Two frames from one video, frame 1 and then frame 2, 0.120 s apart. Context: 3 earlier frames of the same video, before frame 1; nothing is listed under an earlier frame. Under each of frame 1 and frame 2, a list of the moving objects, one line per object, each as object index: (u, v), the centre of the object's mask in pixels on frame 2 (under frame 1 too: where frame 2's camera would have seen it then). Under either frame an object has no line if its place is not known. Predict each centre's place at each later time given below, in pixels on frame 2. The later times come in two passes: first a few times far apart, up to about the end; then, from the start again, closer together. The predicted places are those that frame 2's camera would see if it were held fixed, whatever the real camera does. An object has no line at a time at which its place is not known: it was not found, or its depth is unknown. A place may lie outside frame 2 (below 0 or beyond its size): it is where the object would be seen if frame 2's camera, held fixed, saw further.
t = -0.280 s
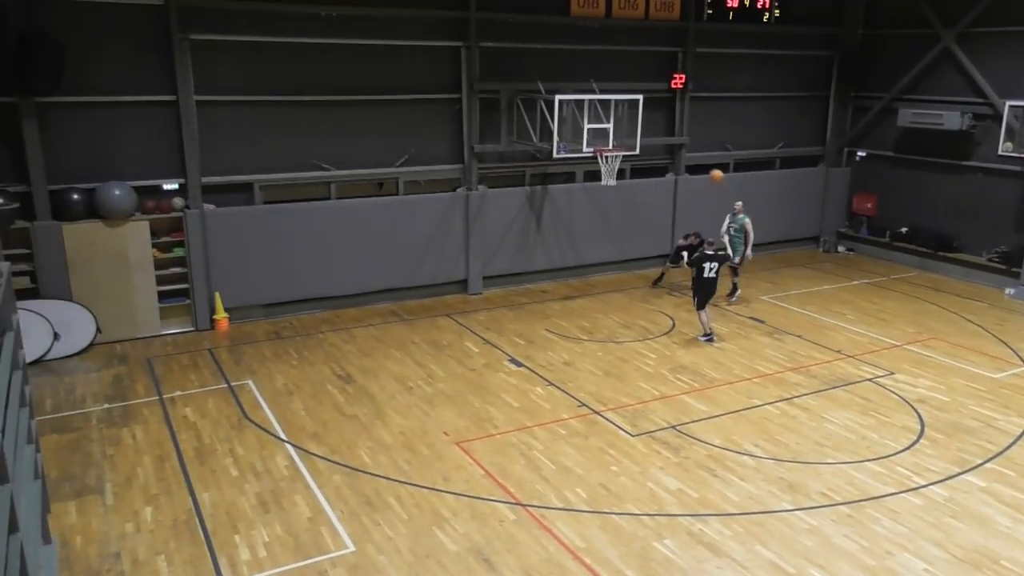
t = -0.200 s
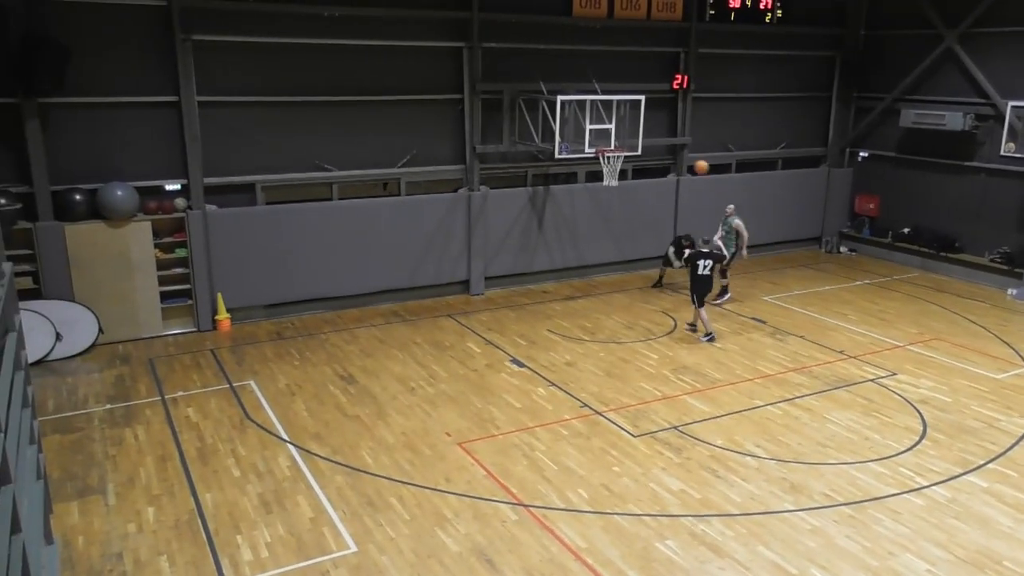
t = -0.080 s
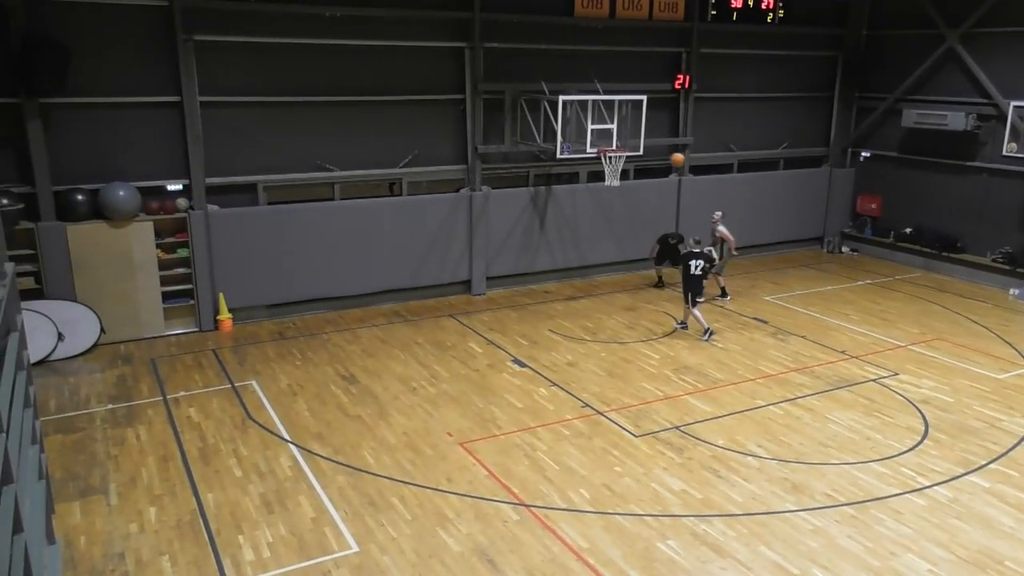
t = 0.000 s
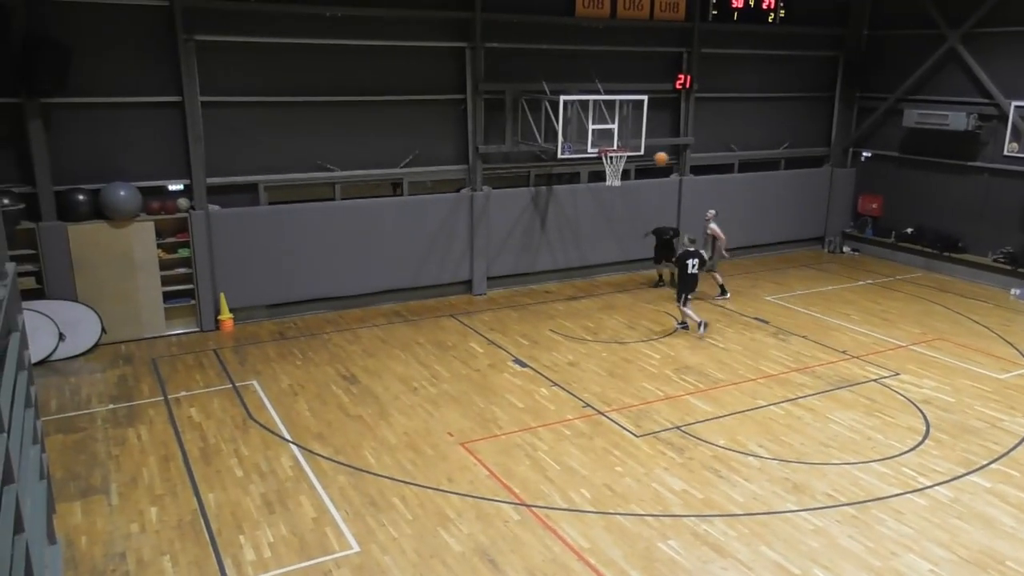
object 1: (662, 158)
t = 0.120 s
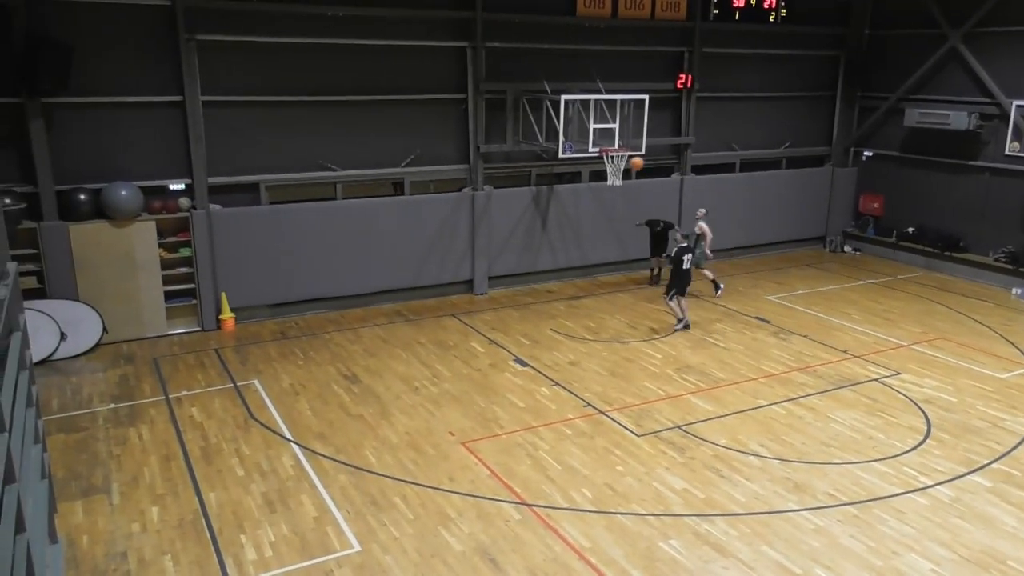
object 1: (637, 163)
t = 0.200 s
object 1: (624, 172)
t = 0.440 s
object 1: (569, 214)
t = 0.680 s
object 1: (522, 282)
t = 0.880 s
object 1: (496, 265)
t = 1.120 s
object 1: (470, 224)
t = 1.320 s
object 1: (447, 213)
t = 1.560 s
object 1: (421, 227)
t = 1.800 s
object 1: (416, 251)
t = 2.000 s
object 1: (414, 294)
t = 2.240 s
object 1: (407, 271)
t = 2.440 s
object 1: (401, 261)
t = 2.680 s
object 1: (394, 278)
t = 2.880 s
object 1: (389, 315)
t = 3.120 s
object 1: (381, 292)
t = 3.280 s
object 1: (376, 291)
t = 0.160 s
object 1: (628, 167)
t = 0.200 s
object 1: (624, 172)
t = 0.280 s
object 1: (601, 182)
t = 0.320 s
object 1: (594, 189)
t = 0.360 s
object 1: (586, 197)
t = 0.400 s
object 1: (577, 205)
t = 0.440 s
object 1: (569, 214)
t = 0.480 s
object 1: (560, 225)
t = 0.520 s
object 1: (553, 235)
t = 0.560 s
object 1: (545, 245)
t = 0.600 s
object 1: (538, 257)
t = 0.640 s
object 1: (529, 271)
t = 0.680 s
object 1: (522, 282)
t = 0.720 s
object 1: (515, 298)
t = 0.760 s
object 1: (510, 298)
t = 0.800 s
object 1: (504, 283)
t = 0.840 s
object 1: (500, 274)
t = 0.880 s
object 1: (496, 265)
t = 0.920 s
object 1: (492, 256)
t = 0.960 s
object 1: (487, 247)
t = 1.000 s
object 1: (483, 240)
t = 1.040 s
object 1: (478, 234)
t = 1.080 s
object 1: (474, 228)
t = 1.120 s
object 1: (470, 224)
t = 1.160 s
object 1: (464, 220)
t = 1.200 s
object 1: (460, 217)
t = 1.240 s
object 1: (456, 214)
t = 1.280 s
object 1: (451, 213)
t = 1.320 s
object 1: (447, 213)
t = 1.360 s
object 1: (443, 213)
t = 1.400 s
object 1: (439, 214)
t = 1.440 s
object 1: (434, 215)
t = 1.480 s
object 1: (430, 219)
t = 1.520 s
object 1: (425, 222)
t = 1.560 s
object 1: (421, 227)
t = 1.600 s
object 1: (420, 229)
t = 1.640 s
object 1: (419, 232)
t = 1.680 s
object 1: (418, 236)
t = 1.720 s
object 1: (418, 240)
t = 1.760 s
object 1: (417, 246)
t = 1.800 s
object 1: (416, 251)
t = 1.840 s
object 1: (416, 258)
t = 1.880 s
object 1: (415, 266)
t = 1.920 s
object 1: (415, 274)
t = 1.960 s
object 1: (415, 284)
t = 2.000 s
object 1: (414, 294)
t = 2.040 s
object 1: (413, 300)
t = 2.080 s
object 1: (412, 293)
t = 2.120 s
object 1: (411, 286)
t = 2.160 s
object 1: (410, 280)
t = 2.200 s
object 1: (408, 275)
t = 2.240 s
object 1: (407, 271)
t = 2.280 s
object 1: (406, 268)
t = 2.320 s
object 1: (404, 265)
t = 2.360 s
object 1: (403, 263)
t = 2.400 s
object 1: (402, 262)
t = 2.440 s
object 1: (401, 261)
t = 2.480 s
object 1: (400, 262)
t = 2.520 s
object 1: (399, 263)
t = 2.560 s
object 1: (397, 265)
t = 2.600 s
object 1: (396, 269)
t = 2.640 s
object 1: (395, 272)
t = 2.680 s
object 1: (394, 278)
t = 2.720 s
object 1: (393, 283)
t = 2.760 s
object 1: (392, 290)
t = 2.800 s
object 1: (391, 297)
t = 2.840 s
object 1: (390, 305)
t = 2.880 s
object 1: (389, 315)
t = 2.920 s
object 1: (388, 313)
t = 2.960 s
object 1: (386, 306)
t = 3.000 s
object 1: (385, 301)
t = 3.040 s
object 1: (384, 297)
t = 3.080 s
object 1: (383, 294)
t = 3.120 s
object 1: (381, 292)
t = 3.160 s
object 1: (380, 291)
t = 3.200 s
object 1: (379, 290)
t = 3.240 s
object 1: (378, 290)
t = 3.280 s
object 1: (376, 291)
